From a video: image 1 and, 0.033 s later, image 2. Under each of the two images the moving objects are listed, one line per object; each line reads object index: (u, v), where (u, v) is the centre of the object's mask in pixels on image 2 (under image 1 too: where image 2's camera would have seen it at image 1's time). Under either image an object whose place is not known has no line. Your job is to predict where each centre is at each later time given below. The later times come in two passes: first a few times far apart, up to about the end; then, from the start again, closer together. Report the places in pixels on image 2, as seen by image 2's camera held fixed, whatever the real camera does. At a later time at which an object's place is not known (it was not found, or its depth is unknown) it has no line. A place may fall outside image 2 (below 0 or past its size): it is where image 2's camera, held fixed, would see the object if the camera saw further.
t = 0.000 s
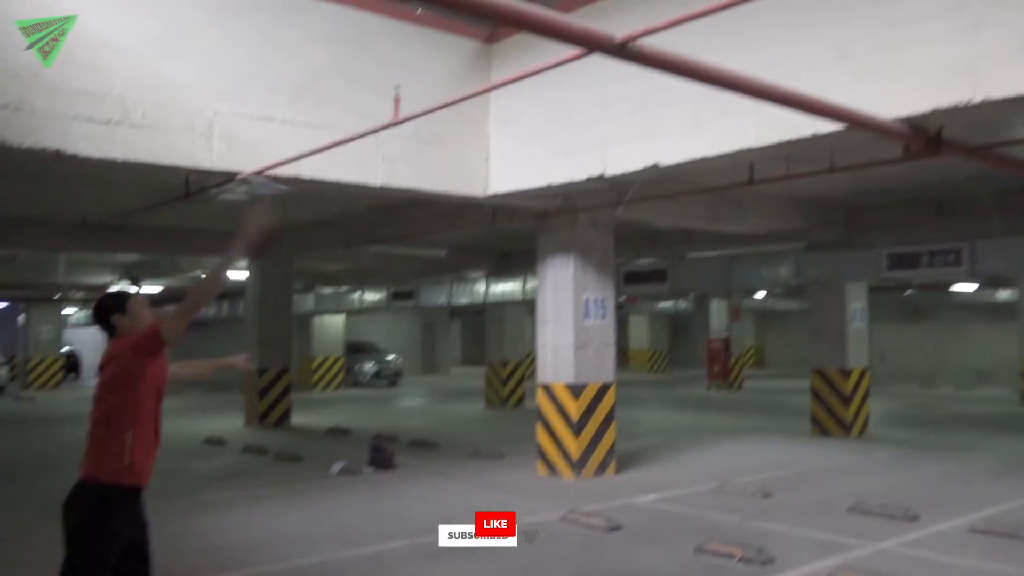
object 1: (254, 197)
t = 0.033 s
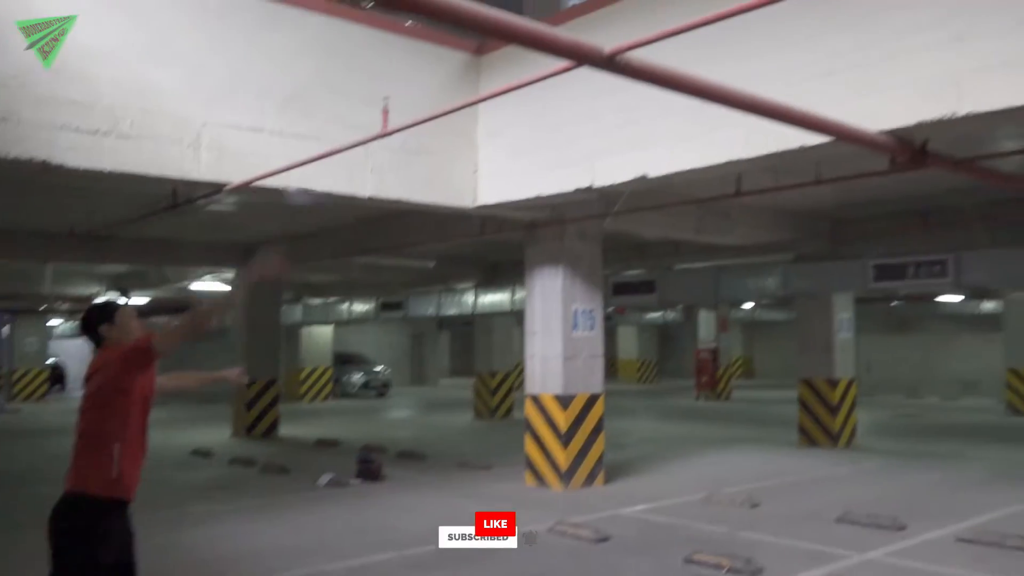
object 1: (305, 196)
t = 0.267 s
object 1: (574, 114)
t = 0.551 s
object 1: (741, 29)
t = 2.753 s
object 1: (458, 344)
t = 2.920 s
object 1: (425, 376)
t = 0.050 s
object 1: (332, 196)
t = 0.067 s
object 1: (354, 192)
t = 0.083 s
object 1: (378, 188)
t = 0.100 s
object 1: (406, 181)
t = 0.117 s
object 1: (427, 176)
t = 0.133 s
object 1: (450, 171)
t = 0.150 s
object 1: (469, 165)
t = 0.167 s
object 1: (486, 156)
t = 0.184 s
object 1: (502, 150)
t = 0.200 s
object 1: (519, 143)
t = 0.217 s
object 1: (534, 136)
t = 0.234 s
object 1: (547, 128)
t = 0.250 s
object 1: (561, 121)
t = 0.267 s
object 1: (574, 114)
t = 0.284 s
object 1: (587, 106)
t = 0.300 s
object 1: (599, 101)
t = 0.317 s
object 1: (611, 94)
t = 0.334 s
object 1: (624, 88)
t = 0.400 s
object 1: (671, 66)
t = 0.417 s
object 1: (678, 62)
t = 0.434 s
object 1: (687, 57)
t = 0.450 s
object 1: (697, 52)
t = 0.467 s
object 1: (706, 47)
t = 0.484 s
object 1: (715, 43)
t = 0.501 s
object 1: (722, 40)
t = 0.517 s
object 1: (729, 36)
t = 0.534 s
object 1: (735, 33)
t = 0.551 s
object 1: (741, 29)
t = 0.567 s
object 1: (747, 26)
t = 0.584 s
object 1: (752, 24)
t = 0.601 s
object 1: (758, 23)
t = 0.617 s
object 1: (762, 21)
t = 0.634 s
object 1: (766, 19)
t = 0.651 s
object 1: (769, 18)
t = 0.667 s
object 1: (771, 17)
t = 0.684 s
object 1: (773, 16)
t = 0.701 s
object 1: (775, 15)
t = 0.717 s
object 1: (777, 14)
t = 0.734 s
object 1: (779, 13)
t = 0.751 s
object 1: (779, 14)
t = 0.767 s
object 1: (780, 13)
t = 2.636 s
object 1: (482, 322)
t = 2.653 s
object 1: (478, 325)
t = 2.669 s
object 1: (475, 328)
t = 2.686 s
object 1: (471, 331)
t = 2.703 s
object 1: (468, 334)
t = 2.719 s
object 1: (465, 337)
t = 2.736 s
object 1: (461, 341)
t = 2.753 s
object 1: (458, 344)
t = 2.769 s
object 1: (454, 347)
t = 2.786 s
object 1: (451, 351)
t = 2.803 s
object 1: (447, 354)
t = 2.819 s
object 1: (444, 357)
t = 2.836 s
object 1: (441, 360)
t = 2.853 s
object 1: (437, 363)
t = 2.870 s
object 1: (434, 367)
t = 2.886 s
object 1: (435, 368)
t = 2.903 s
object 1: (428, 373)
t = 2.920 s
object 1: (425, 376)
